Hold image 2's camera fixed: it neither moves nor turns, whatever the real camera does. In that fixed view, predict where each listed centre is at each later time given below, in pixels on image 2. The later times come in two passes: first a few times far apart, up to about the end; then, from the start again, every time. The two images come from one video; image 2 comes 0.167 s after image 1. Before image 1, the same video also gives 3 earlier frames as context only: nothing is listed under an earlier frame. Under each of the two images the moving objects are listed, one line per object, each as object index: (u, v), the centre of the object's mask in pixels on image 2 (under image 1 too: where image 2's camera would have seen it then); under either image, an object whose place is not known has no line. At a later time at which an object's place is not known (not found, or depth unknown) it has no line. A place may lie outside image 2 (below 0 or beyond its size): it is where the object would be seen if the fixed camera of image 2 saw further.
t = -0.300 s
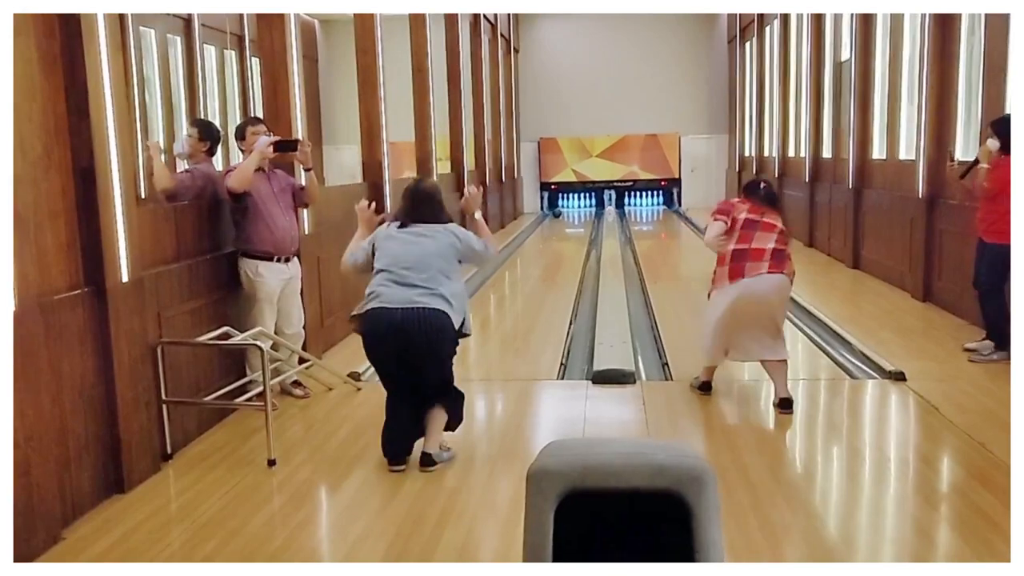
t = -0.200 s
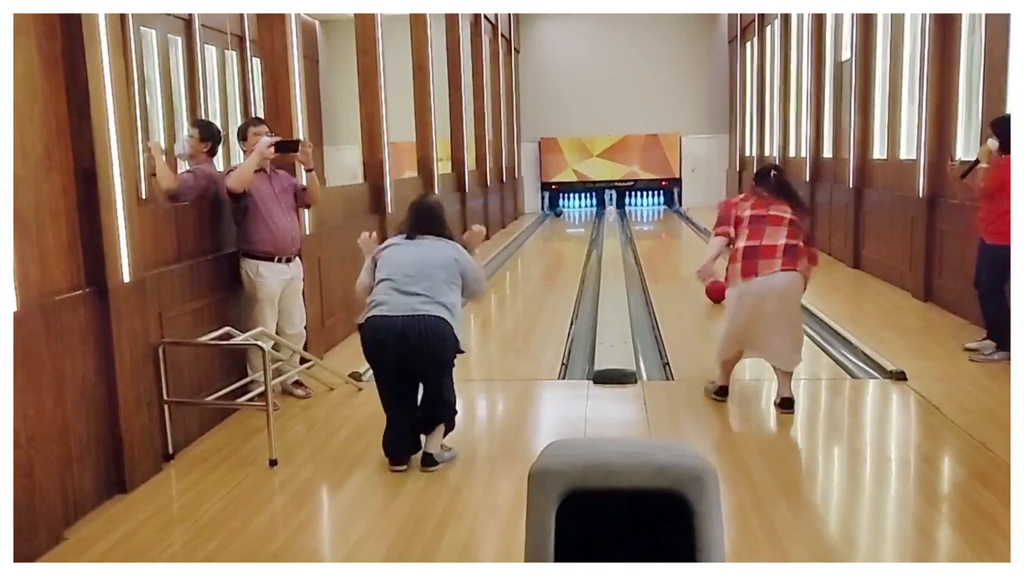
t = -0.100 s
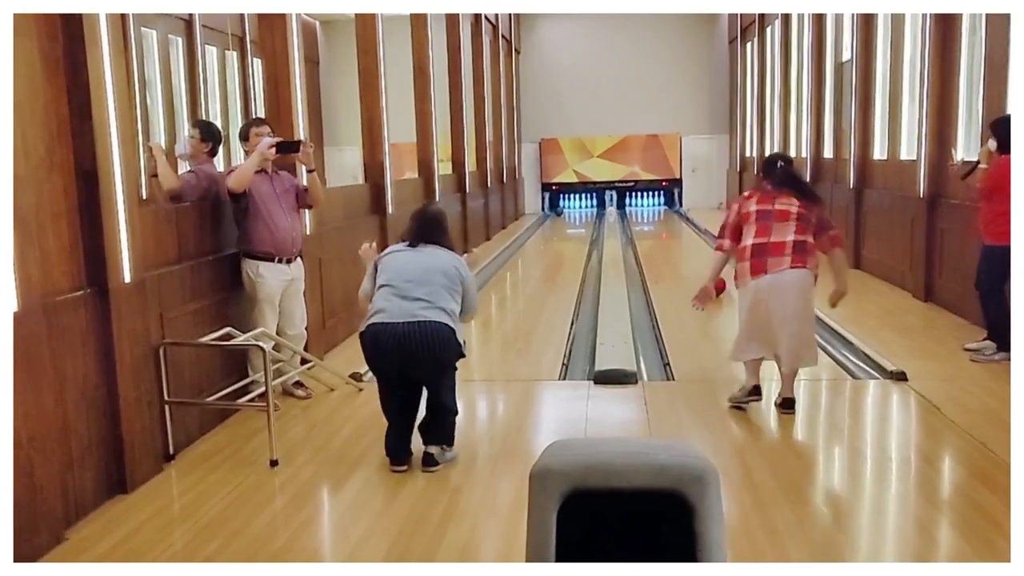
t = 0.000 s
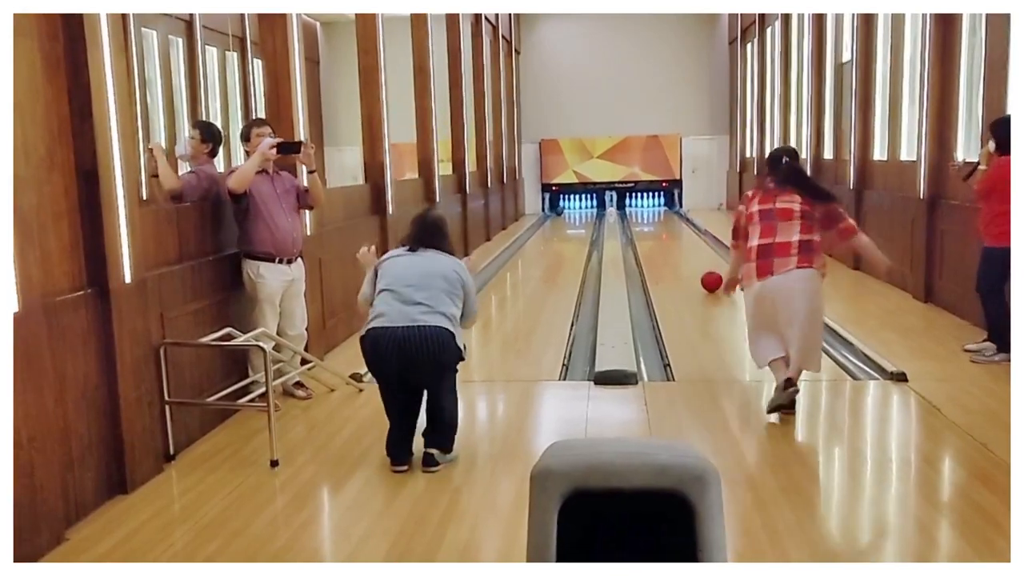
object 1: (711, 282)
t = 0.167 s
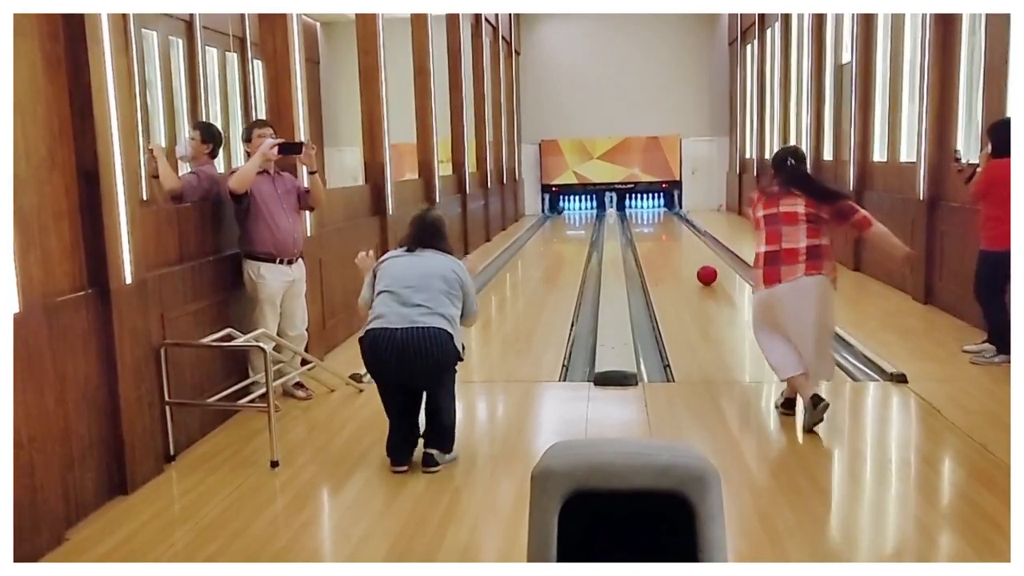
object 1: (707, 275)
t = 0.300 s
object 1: (704, 270)
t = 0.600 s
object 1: (697, 260)
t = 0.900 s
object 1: (692, 252)
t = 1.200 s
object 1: (688, 245)
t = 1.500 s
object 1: (684, 240)
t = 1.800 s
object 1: (681, 235)
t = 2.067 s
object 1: (678, 231)
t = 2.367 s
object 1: (675, 227)
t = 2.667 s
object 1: (673, 224)
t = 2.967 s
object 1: (670, 221)
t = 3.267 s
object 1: (668, 218)
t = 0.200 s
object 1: (707, 274)
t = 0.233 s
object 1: (706, 272)
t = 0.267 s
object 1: (705, 271)
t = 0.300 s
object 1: (704, 270)
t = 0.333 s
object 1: (703, 269)
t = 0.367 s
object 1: (702, 267)
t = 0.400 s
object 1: (702, 266)
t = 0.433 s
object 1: (701, 265)
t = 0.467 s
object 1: (700, 264)
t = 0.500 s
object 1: (699, 263)
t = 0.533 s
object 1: (699, 262)
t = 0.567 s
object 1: (698, 261)
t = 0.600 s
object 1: (697, 260)
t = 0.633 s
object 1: (697, 259)
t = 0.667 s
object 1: (696, 258)
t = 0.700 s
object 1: (696, 257)
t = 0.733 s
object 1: (695, 256)
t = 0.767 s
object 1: (695, 255)
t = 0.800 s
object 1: (694, 254)
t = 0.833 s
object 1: (693, 254)
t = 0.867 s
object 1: (692, 252)
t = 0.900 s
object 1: (692, 252)
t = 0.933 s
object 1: (692, 251)
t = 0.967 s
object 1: (691, 250)
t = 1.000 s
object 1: (691, 250)
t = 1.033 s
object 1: (690, 249)
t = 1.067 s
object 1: (690, 248)
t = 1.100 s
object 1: (689, 247)
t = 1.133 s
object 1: (689, 246)
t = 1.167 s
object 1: (688, 246)
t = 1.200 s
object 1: (688, 245)
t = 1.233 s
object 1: (687, 244)
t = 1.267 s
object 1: (687, 244)
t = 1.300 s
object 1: (687, 243)
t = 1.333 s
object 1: (686, 243)
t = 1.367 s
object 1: (686, 242)
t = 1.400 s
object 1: (685, 241)
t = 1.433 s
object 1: (685, 240)
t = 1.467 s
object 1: (685, 240)
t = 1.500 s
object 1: (684, 240)
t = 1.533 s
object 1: (684, 239)
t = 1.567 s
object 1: (683, 239)
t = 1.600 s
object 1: (683, 238)
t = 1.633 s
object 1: (683, 237)
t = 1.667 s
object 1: (682, 237)
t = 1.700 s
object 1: (682, 236)
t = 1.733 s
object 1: (682, 236)
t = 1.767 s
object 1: (681, 236)
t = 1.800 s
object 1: (681, 235)
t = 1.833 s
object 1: (680, 234)
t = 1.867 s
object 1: (680, 234)
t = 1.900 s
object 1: (680, 233)
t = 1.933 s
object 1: (680, 233)
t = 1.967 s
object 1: (679, 233)
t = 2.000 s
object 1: (679, 232)
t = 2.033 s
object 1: (678, 232)
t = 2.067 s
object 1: (678, 231)
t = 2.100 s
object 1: (678, 231)
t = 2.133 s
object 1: (678, 231)
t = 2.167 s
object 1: (677, 230)
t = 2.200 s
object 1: (677, 230)
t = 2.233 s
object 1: (677, 229)
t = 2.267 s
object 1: (676, 229)
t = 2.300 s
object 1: (676, 228)
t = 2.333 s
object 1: (675, 228)
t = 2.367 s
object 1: (675, 227)
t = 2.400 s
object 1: (675, 227)
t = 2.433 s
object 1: (674, 226)
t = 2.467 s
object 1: (674, 226)
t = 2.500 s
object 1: (674, 226)
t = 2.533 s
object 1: (674, 226)
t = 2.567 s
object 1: (673, 225)
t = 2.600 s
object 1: (673, 225)
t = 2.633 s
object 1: (673, 225)
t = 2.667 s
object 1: (673, 224)
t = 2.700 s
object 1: (672, 224)
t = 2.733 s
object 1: (672, 223)
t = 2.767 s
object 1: (672, 223)
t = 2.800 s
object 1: (671, 223)
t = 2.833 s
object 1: (671, 222)
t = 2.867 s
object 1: (671, 222)
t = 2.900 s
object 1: (670, 222)
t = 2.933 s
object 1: (670, 221)
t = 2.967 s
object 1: (670, 221)
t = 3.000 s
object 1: (670, 221)
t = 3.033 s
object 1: (669, 220)
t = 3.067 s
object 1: (669, 220)
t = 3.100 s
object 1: (669, 219)
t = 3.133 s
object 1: (669, 219)
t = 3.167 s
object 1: (668, 219)
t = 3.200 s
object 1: (668, 218)
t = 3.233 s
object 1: (668, 218)
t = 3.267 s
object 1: (668, 218)
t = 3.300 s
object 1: (667, 217)
